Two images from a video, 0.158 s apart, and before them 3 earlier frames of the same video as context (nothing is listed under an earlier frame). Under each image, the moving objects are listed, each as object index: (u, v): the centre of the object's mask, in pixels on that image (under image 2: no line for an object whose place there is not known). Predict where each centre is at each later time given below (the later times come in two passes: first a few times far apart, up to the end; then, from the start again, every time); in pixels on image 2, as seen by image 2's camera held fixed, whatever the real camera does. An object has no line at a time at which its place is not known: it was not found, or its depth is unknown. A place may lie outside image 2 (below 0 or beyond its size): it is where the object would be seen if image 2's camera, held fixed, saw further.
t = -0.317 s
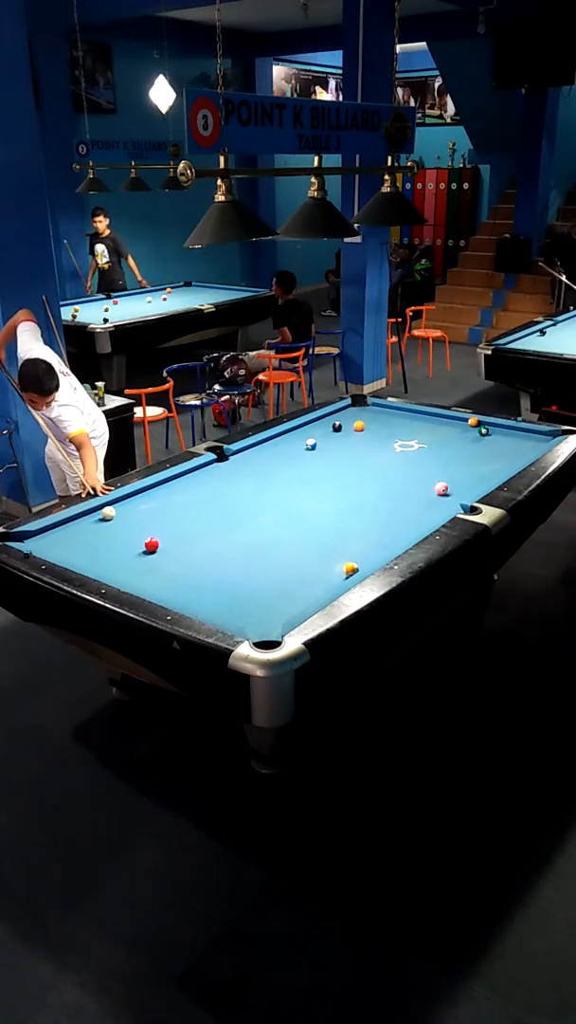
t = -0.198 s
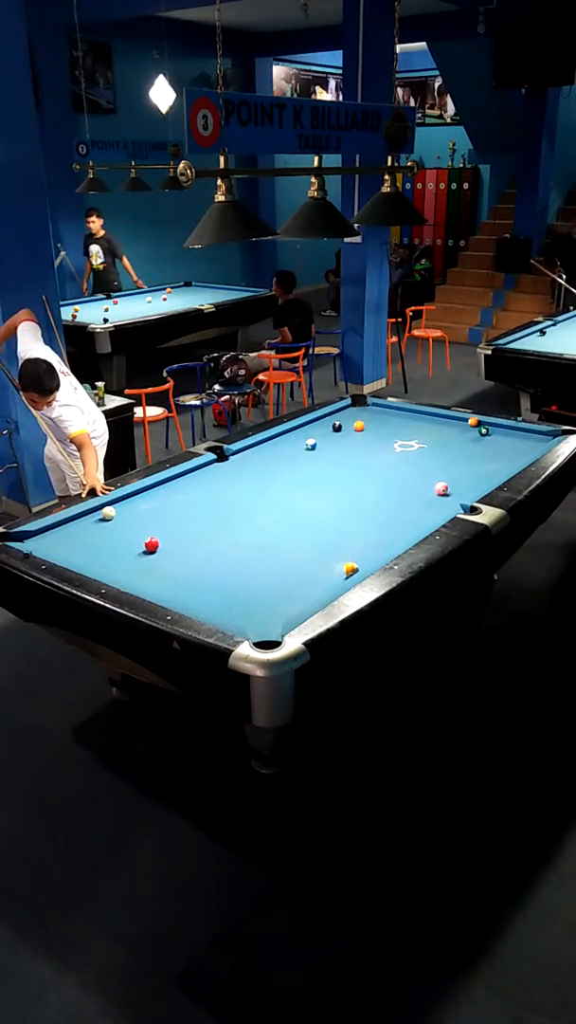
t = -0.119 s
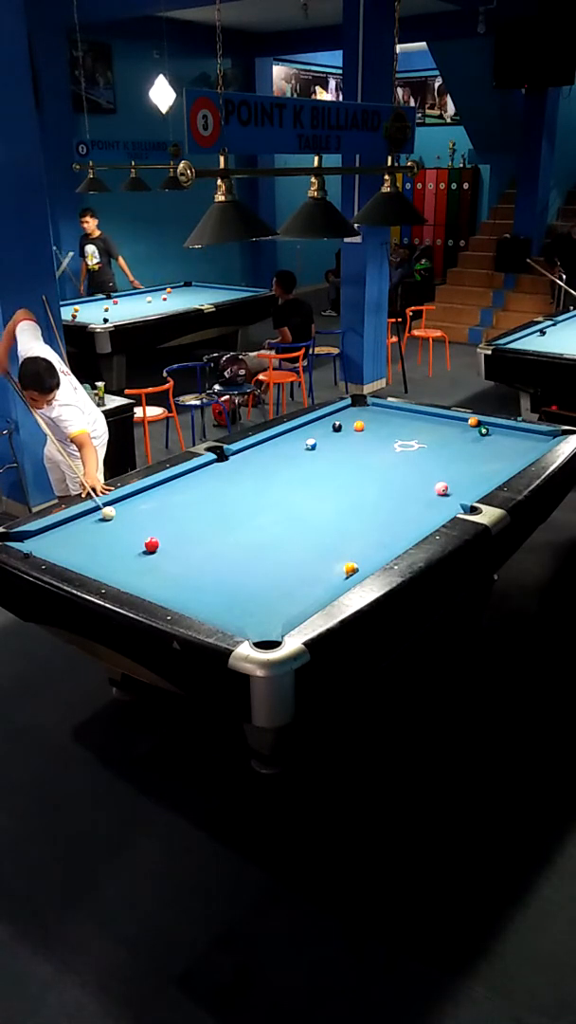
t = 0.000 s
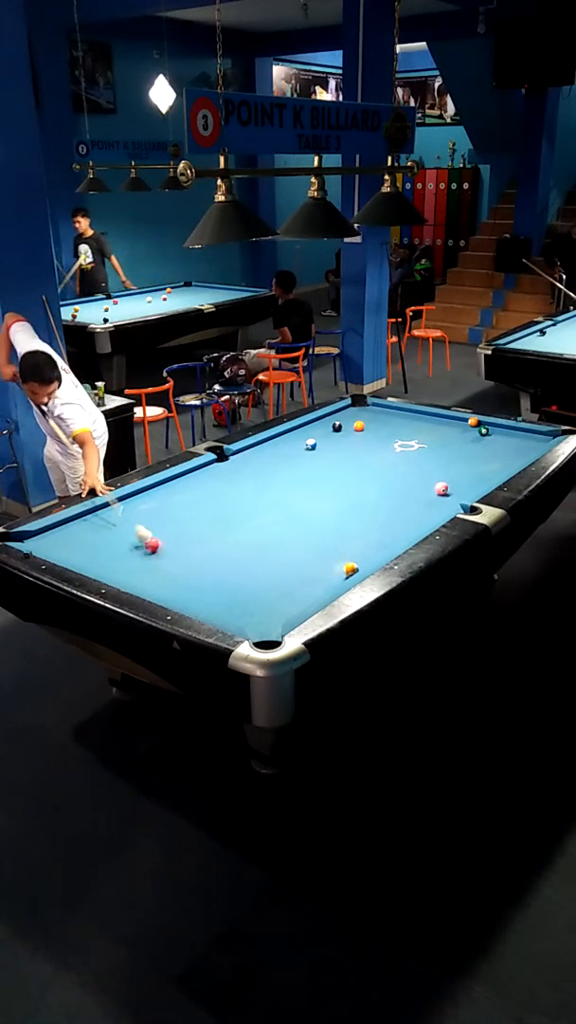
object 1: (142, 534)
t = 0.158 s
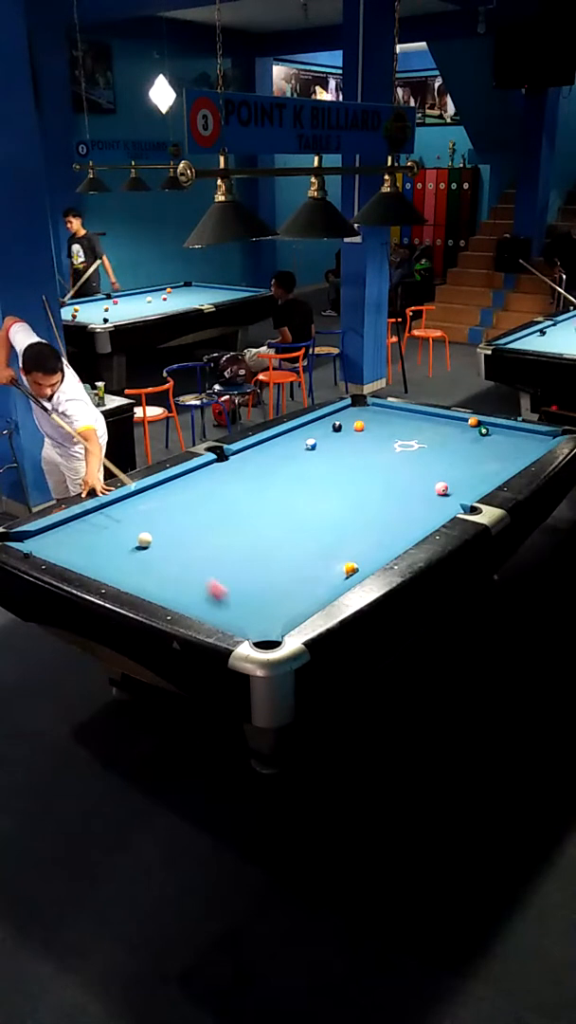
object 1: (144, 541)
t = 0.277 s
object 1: (138, 536)
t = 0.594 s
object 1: (112, 519)
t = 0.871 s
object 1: (108, 511)
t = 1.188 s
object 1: (137, 515)
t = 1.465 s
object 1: (162, 518)
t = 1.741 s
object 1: (186, 521)
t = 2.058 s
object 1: (211, 524)
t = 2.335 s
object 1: (233, 527)
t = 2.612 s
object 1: (253, 529)
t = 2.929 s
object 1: (274, 532)
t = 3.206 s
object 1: (291, 534)
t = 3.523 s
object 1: (309, 535)
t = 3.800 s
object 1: (322, 537)
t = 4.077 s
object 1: (335, 539)
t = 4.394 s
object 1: (347, 540)
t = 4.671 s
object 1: (356, 541)
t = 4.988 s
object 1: (365, 542)
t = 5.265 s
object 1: (372, 543)
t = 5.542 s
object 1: (376, 544)
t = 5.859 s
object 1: (378, 545)
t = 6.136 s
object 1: (379, 546)
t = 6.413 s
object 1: (379, 546)
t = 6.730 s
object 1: (379, 546)
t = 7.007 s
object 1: (379, 546)
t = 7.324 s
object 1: (379, 546)
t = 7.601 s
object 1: (379, 546)
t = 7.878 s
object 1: (379, 546)
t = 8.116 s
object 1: (379, 546)
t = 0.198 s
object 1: (142, 540)
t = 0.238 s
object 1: (140, 538)
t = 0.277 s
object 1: (138, 536)
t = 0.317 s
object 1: (135, 534)
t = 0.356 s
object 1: (131, 532)
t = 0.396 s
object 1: (127, 529)
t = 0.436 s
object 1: (124, 527)
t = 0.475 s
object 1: (121, 525)
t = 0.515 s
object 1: (118, 523)
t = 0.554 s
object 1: (115, 521)
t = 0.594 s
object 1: (112, 519)
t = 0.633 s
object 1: (108, 517)
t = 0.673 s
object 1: (106, 515)
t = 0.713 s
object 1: (102, 512)
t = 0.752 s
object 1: (100, 511)
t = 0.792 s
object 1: (100, 510)
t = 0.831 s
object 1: (104, 510)
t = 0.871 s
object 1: (108, 511)
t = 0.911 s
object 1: (112, 511)
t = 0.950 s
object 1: (115, 512)
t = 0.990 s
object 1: (119, 513)
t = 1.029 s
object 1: (122, 513)
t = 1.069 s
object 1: (126, 514)
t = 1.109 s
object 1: (130, 514)
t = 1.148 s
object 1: (134, 514)
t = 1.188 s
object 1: (137, 515)
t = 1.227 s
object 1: (141, 515)
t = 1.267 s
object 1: (145, 516)
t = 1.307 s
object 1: (148, 516)
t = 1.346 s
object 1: (152, 516)
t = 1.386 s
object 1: (155, 517)
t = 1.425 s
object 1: (159, 517)
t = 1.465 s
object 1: (162, 518)
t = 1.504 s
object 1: (166, 518)
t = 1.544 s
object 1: (169, 519)
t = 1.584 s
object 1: (172, 519)
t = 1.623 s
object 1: (176, 520)
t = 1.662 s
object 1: (179, 520)
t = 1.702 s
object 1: (183, 521)
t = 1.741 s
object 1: (186, 521)
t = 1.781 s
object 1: (189, 521)
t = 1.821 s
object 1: (192, 522)
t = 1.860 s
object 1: (196, 523)
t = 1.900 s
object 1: (199, 523)
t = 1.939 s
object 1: (202, 523)
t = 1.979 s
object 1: (205, 524)
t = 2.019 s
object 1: (208, 524)
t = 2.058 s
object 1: (211, 524)
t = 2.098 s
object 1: (215, 525)
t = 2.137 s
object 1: (218, 525)
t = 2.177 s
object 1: (221, 525)
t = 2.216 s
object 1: (224, 526)
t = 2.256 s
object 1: (227, 526)
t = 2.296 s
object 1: (230, 527)
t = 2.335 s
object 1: (233, 527)
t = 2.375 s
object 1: (236, 527)
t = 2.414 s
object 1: (238, 528)
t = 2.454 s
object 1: (241, 528)
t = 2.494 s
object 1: (244, 528)
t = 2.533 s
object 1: (247, 529)
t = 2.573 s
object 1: (250, 529)
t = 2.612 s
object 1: (253, 529)
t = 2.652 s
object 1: (255, 529)
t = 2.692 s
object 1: (258, 530)
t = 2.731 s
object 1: (261, 530)
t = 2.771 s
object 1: (264, 530)
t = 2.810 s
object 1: (266, 531)
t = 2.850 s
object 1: (269, 531)
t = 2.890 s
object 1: (272, 531)
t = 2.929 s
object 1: (274, 532)
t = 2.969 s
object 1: (277, 532)
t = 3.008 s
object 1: (279, 532)
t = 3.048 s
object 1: (281, 533)
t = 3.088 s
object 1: (284, 533)
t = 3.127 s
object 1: (286, 533)
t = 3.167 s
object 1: (288, 534)
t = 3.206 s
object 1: (291, 534)
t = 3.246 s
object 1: (293, 534)
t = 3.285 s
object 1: (295, 534)
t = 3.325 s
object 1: (298, 534)
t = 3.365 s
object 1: (300, 535)
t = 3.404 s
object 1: (302, 535)
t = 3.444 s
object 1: (304, 535)
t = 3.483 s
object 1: (306, 535)
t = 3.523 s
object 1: (309, 535)
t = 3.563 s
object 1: (311, 536)
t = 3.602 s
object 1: (312, 536)
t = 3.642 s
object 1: (314, 536)
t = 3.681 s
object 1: (316, 536)
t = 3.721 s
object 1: (319, 537)
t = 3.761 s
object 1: (321, 537)
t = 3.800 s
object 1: (322, 537)
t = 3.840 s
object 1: (324, 537)
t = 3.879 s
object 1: (326, 538)
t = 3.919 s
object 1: (328, 538)
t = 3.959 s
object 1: (330, 538)
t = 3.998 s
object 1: (331, 538)
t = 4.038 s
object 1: (333, 538)
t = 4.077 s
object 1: (335, 539)
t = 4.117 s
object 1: (336, 539)
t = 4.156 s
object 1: (338, 539)
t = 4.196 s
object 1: (340, 539)
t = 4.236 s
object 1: (341, 539)
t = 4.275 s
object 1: (343, 539)
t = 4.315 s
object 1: (344, 539)
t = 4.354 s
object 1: (345, 539)
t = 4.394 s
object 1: (347, 540)
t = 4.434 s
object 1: (348, 540)
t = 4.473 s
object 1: (350, 540)
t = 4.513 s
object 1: (351, 540)
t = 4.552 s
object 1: (352, 540)
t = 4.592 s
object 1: (354, 541)
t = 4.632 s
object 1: (355, 541)
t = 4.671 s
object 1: (356, 541)
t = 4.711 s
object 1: (357, 541)
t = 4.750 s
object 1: (359, 541)
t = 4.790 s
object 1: (360, 541)
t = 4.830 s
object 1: (361, 542)
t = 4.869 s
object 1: (362, 542)
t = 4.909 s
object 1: (363, 542)
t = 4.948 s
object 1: (364, 542)
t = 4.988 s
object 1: (365, 542)
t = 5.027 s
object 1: (366, 542)
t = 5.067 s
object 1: (367, 542)
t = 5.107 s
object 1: (368, 542)
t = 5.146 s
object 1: (369, 542)
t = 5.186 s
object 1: (370, 543)
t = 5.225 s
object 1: (371, 543)
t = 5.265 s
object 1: (372, 543)
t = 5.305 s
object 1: (373, 543)
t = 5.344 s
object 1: (373, 543)
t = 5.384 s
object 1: (374, 543)
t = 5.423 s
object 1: (374, 543)
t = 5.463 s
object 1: (375, 543)
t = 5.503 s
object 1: (375, 544)
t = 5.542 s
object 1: (376, 544)
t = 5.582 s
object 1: (377, 544)
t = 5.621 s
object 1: (377, 544)
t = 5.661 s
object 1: (377, 544)
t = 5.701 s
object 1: (377, 544)
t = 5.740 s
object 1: (378, 545)
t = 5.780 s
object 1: (378, 545)
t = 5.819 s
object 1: (378, 545)
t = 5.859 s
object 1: (378, 545)
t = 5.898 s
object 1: (378, 545)
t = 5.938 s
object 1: (379, 545)
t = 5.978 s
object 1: (379, 545)
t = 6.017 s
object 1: (379, 546)
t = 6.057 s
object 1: (379, 546)
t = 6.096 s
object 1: (379, 546)
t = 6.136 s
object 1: (379, 546)
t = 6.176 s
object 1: (379, 546)
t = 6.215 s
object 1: (379, 546)
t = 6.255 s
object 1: (379, 546)
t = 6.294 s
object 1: (379, 546)
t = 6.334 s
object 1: (379, 546)
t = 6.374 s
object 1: (379, 546)
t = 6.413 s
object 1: (379, 546)
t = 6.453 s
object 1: (379, 546)
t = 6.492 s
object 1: (379, 546)
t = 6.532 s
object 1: (379, 546)
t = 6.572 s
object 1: (379, 546)
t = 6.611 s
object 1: (379, 546)
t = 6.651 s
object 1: (379, 546)
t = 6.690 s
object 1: (379, 546)
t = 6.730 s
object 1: (379, 546)
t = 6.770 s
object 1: (379, 546)
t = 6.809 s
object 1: (379, 546)
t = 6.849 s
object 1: (379, 546)
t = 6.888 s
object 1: (379, 546)
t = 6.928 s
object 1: (379, 546)
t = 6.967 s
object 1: (379, 546)
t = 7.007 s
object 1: (379, 546)
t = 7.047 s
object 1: (379, 546)
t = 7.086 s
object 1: (379, 546)
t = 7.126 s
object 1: (379, 546)
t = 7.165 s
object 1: (379, 546)
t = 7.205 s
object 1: (379, 546)
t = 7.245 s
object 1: (379, 546)
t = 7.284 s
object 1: (379, 546)
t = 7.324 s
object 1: (379, 546)
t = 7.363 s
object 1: (379, 546)
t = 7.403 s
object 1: (379, 546)
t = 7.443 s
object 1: (379, 546)
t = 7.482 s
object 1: (379, 546)
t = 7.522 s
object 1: (379, 546)
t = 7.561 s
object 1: (379, 546)
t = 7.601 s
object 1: (379, 546)
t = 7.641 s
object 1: (379, 546)
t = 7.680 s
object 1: (379, 546)
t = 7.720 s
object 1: (379, 546)
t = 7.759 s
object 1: (379, 546)
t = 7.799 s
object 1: (379, 546)
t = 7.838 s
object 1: (379, 546)
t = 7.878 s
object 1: (379, 546)
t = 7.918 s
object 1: (379, 546)
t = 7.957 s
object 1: (379, 546)
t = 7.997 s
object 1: (379, 546)
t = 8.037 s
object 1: (379, 546)
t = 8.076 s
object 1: (379, 546)
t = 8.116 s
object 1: (379, 546)
